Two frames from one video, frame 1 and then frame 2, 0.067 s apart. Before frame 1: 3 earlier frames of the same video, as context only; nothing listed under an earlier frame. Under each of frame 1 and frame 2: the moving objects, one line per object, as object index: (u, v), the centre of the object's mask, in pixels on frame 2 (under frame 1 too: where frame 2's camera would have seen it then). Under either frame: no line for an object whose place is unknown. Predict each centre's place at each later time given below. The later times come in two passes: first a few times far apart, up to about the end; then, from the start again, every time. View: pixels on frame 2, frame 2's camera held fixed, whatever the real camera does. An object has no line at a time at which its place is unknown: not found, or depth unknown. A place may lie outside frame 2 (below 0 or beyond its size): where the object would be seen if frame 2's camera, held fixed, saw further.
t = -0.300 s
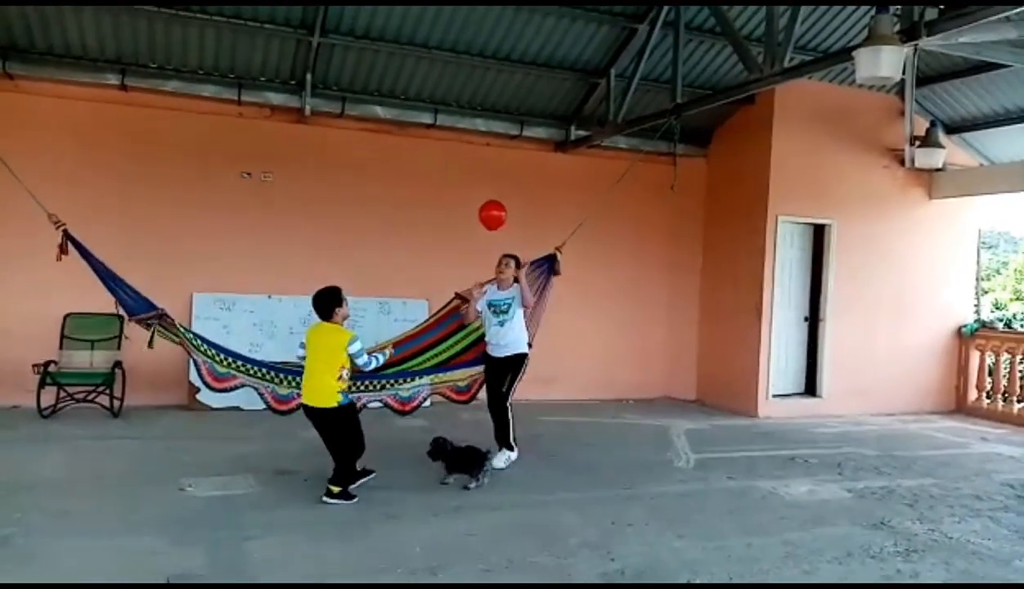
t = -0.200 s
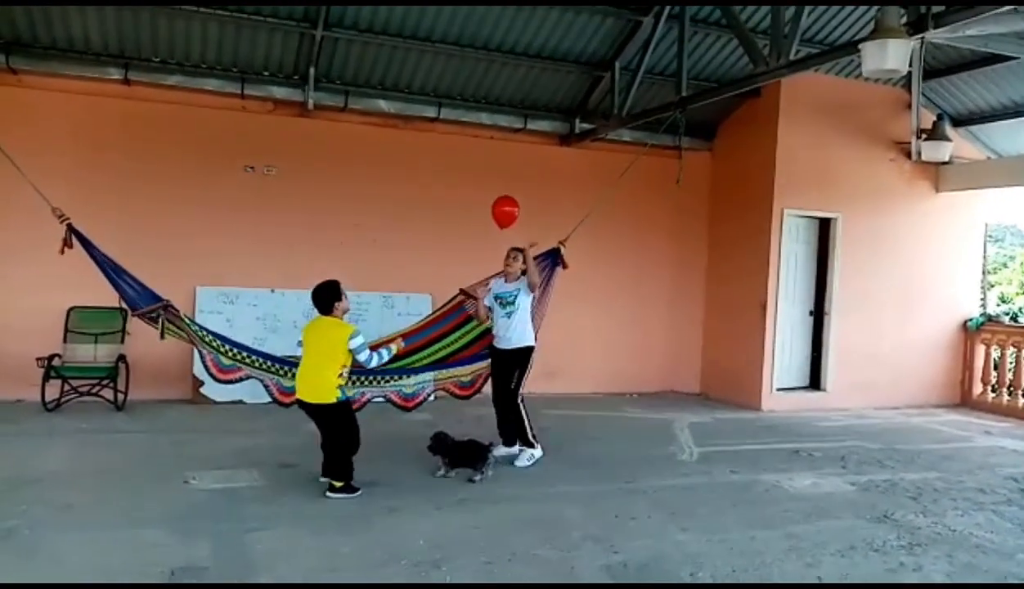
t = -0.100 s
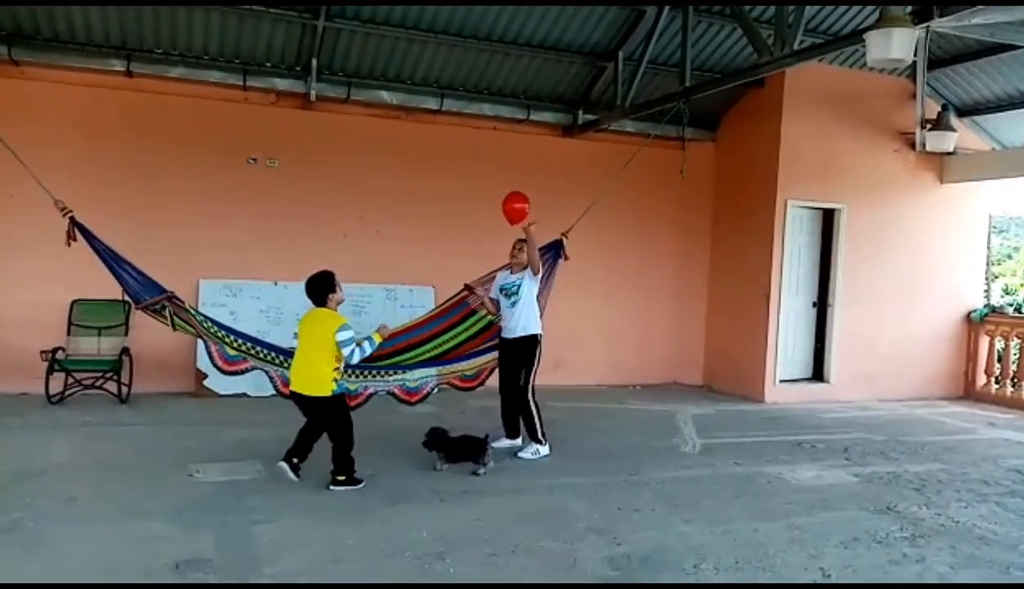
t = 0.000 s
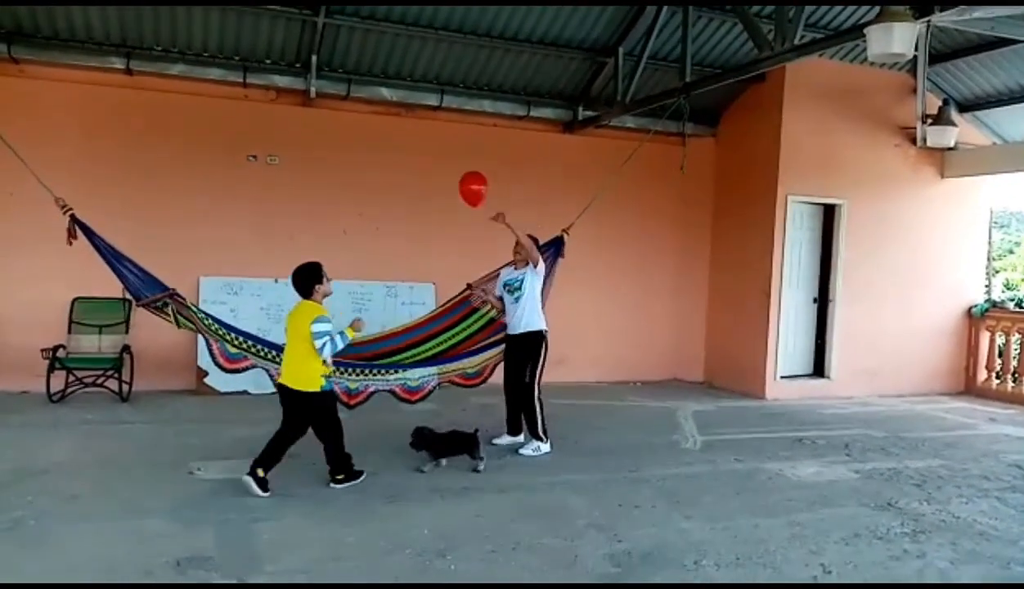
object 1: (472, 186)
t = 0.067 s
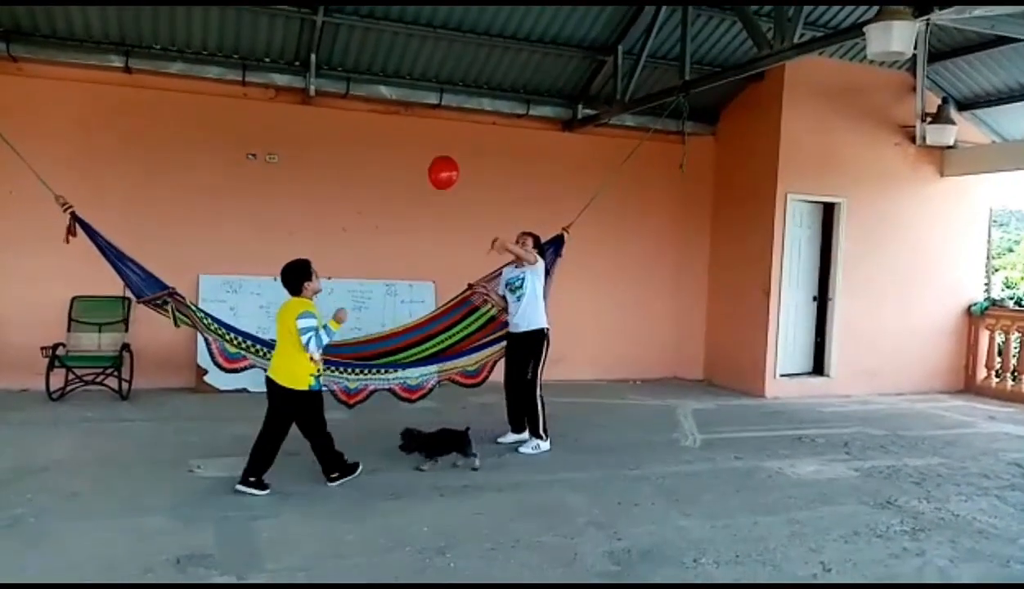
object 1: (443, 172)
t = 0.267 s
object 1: (413, 160)
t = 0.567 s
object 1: (356, 165)
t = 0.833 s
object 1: (323, 188)
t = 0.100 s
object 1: (435, 167)
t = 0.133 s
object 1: (430, 163)
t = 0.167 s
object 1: (427, 162)
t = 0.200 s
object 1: (423, 161)
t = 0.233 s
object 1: (418, 161)
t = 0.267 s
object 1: (413, 160)
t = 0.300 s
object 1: (407, 160)
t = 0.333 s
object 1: (400, 159)
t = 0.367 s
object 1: (394, 159)
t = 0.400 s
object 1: (387, 159)
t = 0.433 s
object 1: (381, 160)
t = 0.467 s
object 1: (374, 161)
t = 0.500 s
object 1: (368, 162)
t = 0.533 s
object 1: (362, 163)
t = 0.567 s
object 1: (356, 165)
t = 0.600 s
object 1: (351, 167)
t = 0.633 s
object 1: (346, 170)
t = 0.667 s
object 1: (341, 172)
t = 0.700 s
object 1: (337, 175)
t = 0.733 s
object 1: (333, 178)
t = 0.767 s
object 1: (329, 181)
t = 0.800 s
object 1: (326, 184)
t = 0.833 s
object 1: (323, 188)
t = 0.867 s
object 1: (320, 191)
